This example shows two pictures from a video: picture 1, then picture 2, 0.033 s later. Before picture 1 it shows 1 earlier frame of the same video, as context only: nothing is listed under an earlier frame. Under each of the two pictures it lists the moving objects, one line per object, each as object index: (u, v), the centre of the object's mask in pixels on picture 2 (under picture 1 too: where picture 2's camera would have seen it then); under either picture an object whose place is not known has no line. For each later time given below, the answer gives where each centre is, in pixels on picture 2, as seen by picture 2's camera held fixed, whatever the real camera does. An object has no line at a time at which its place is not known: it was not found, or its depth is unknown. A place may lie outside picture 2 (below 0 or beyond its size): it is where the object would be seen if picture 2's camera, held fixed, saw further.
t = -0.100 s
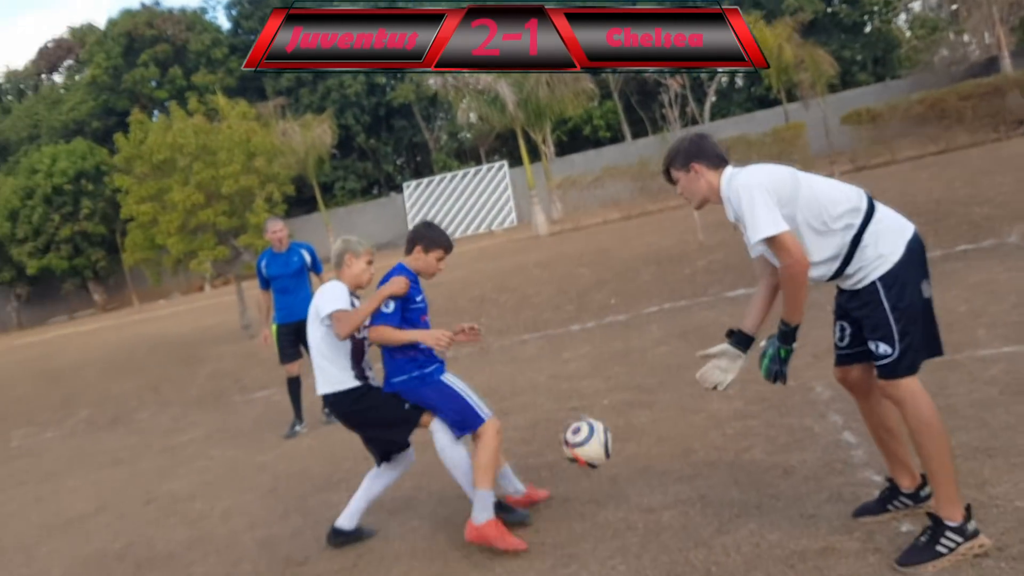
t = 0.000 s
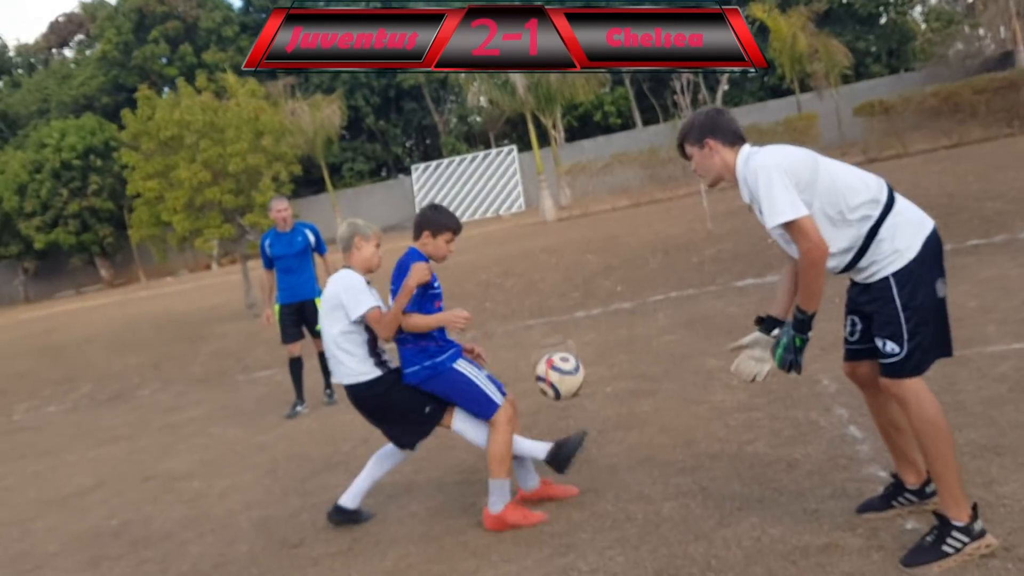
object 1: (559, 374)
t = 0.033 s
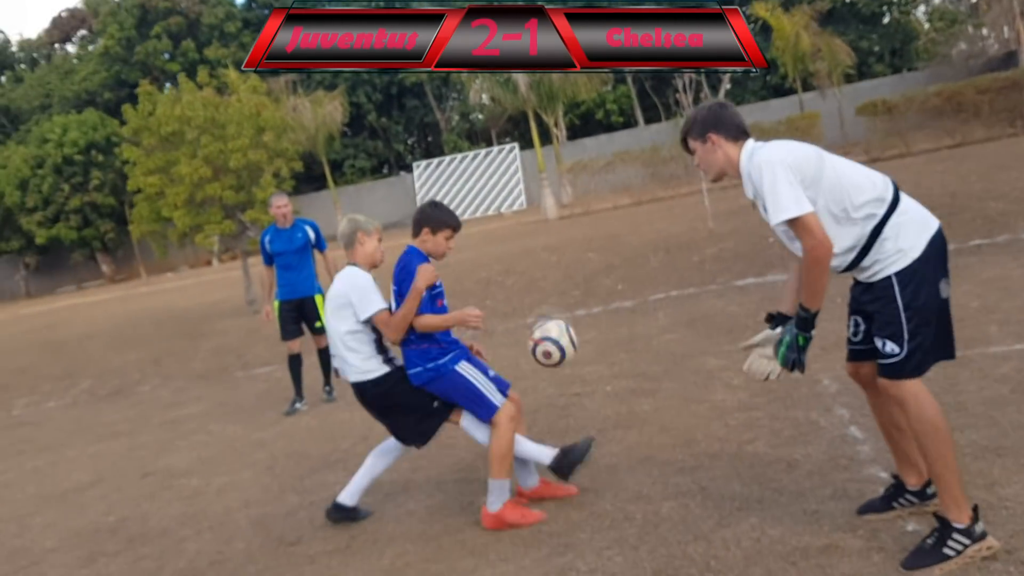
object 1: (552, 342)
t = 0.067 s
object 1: (546, 314)
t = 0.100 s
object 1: (542, 289)
